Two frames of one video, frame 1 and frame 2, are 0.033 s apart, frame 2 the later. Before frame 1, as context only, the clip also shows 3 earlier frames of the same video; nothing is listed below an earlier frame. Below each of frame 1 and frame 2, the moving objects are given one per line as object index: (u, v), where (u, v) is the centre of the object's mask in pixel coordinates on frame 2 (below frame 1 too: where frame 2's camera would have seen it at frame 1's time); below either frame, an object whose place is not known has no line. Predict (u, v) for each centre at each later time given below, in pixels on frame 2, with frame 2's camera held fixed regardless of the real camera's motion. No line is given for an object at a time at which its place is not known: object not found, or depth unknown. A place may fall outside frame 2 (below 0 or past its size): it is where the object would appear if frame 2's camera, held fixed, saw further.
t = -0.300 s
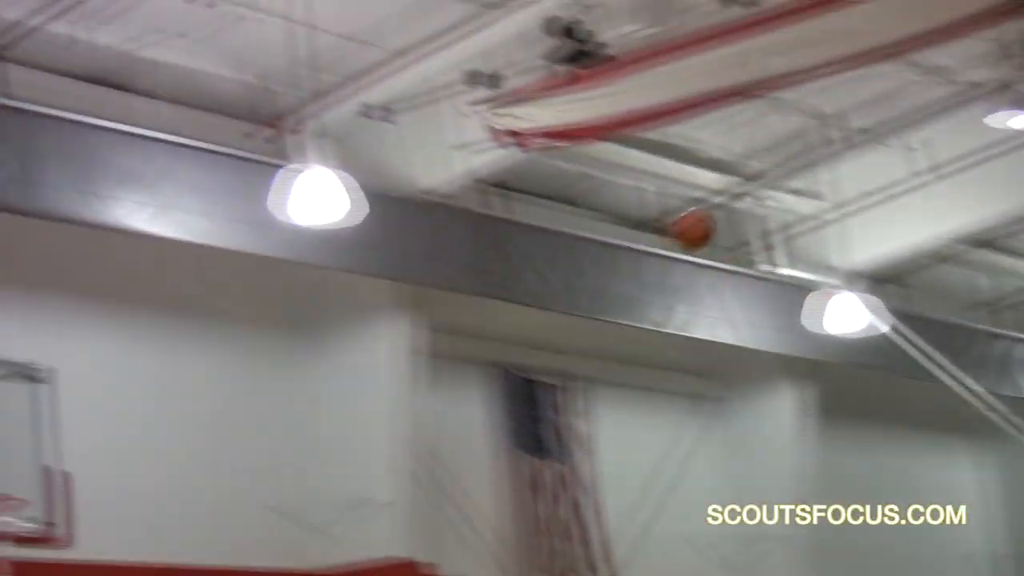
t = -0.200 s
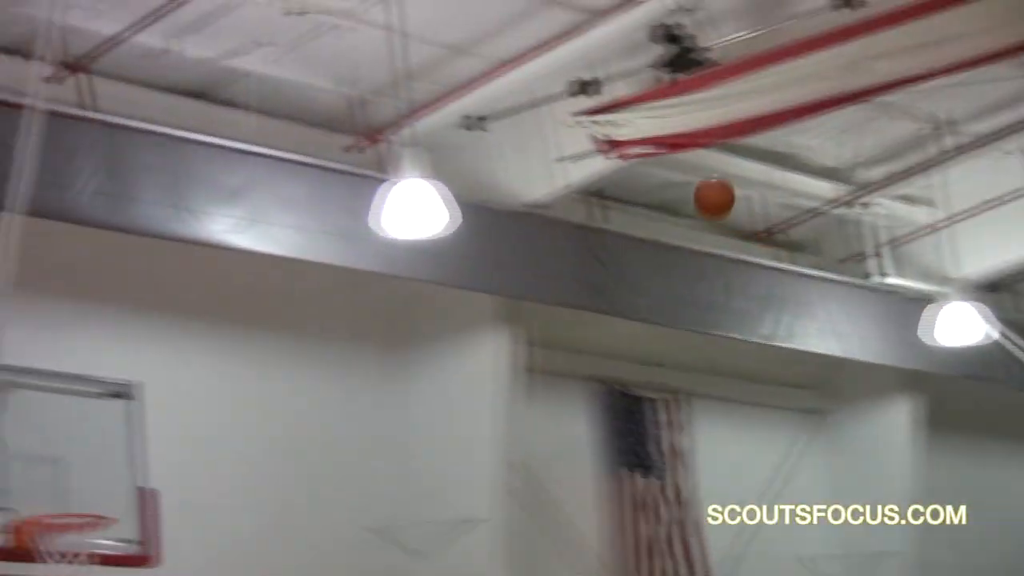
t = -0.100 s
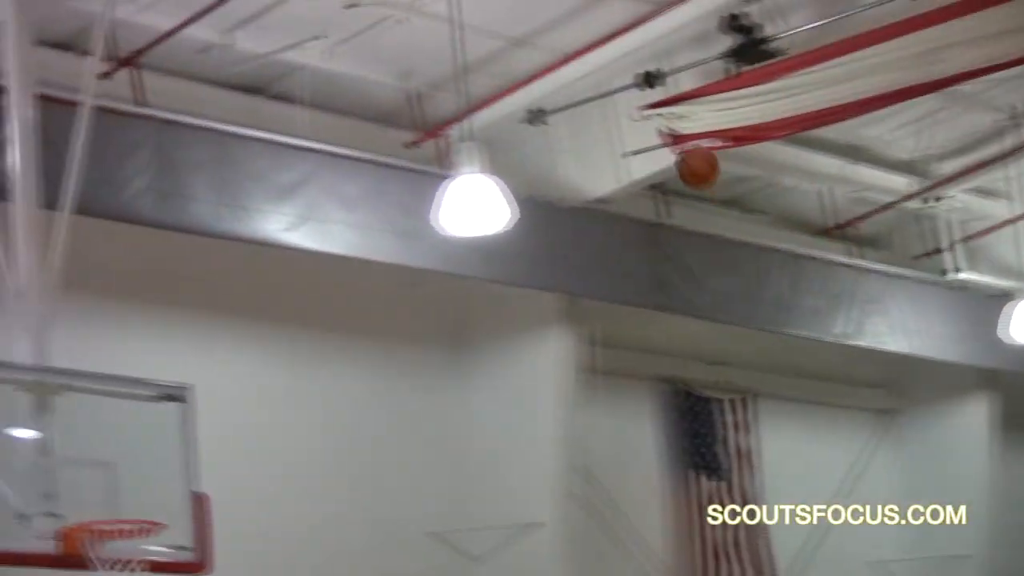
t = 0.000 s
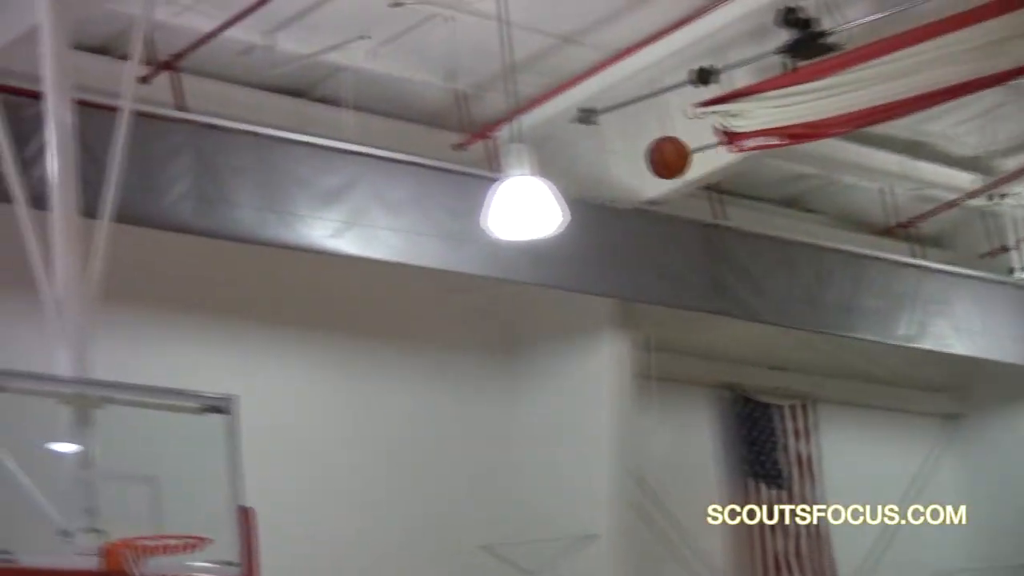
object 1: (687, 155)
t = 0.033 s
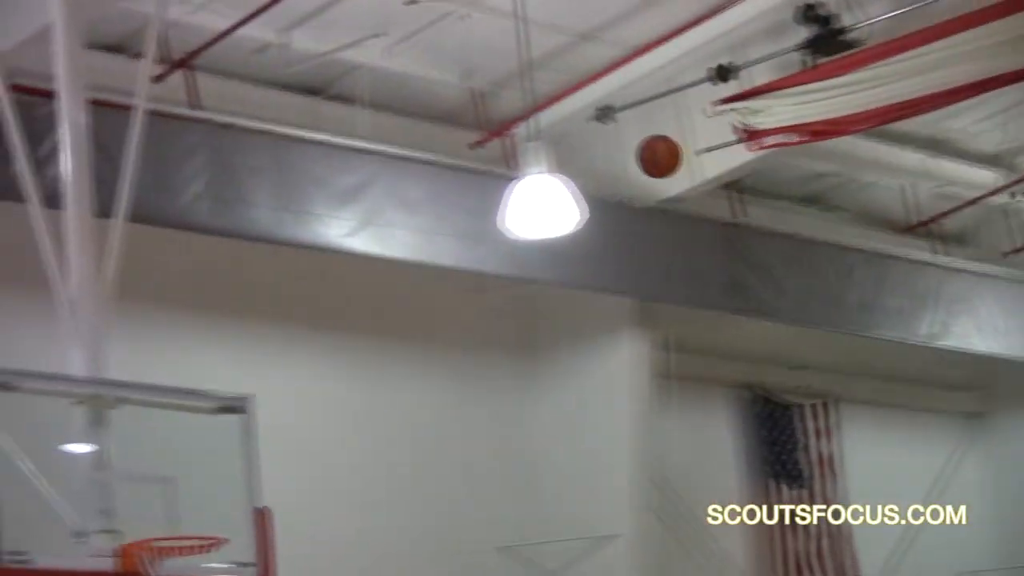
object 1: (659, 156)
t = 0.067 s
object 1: (632, 160)
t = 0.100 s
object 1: (605, 165)
